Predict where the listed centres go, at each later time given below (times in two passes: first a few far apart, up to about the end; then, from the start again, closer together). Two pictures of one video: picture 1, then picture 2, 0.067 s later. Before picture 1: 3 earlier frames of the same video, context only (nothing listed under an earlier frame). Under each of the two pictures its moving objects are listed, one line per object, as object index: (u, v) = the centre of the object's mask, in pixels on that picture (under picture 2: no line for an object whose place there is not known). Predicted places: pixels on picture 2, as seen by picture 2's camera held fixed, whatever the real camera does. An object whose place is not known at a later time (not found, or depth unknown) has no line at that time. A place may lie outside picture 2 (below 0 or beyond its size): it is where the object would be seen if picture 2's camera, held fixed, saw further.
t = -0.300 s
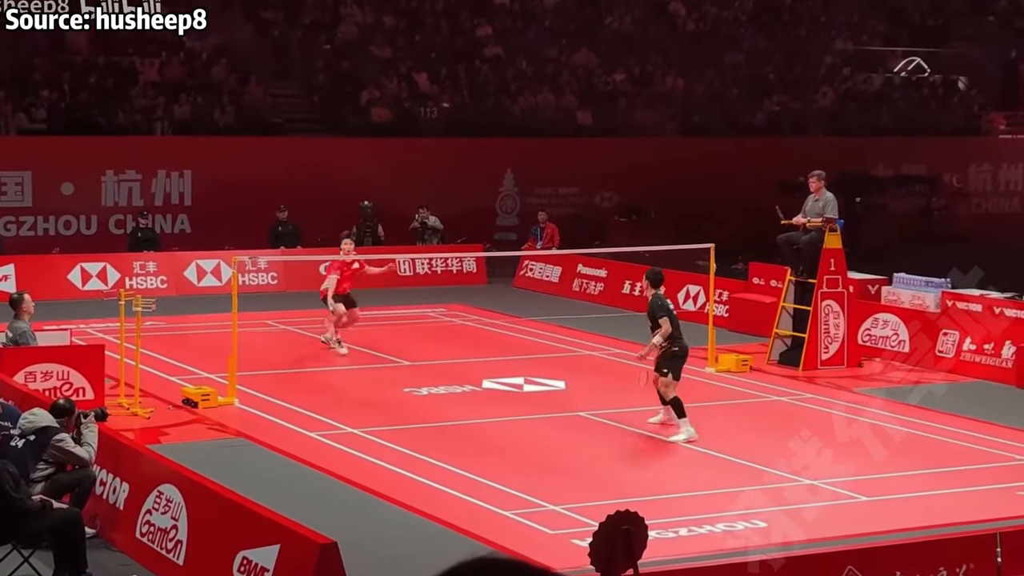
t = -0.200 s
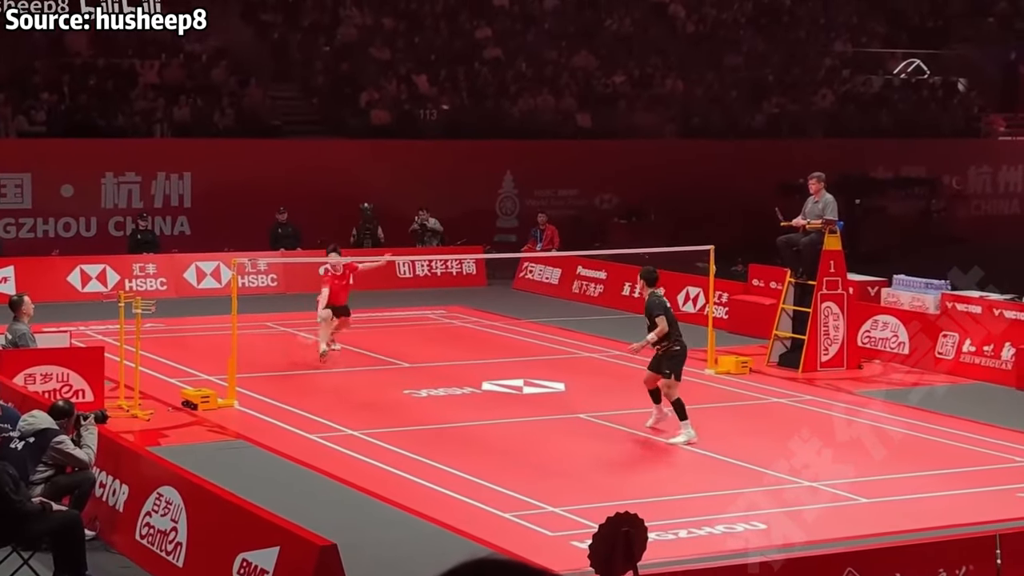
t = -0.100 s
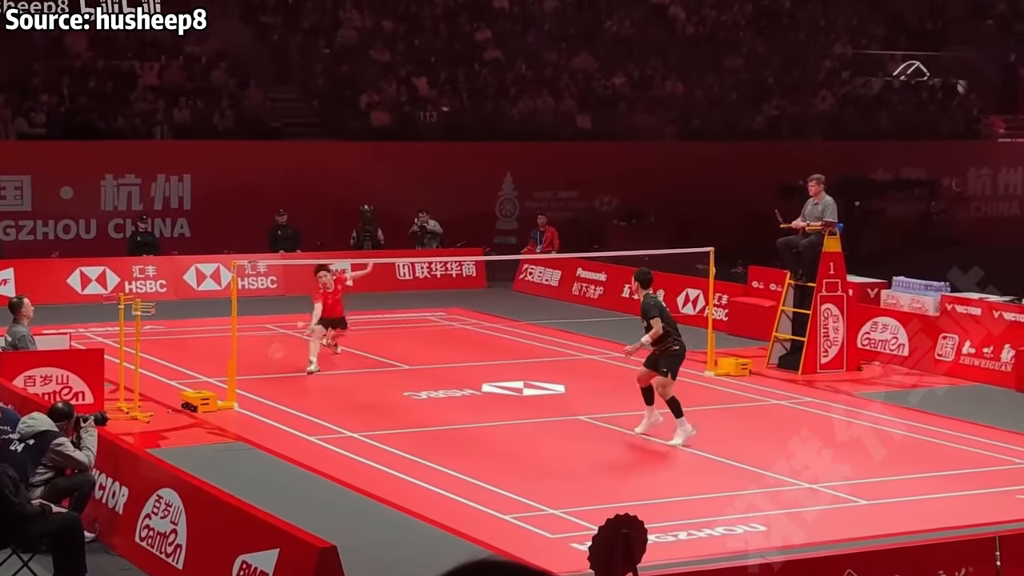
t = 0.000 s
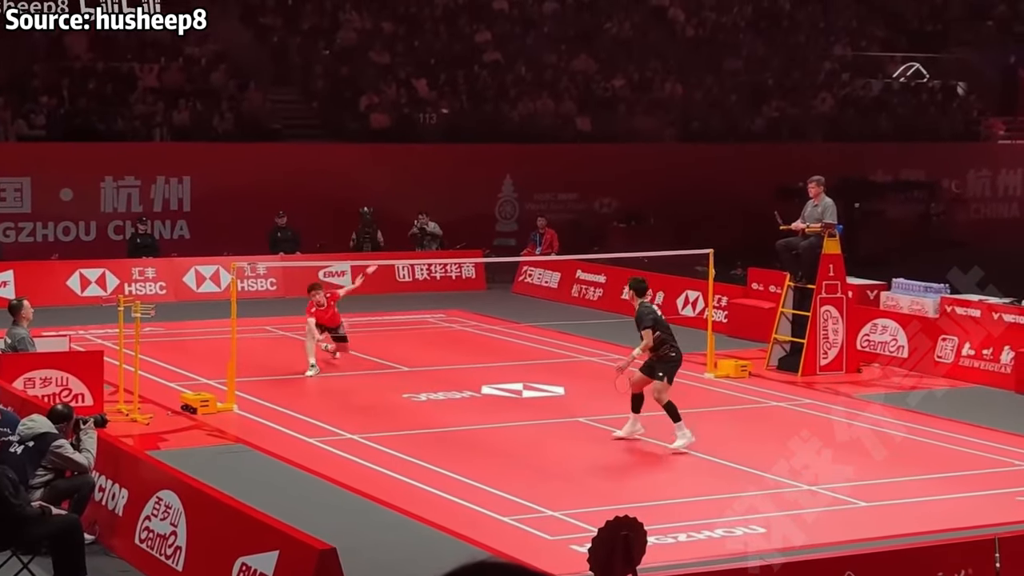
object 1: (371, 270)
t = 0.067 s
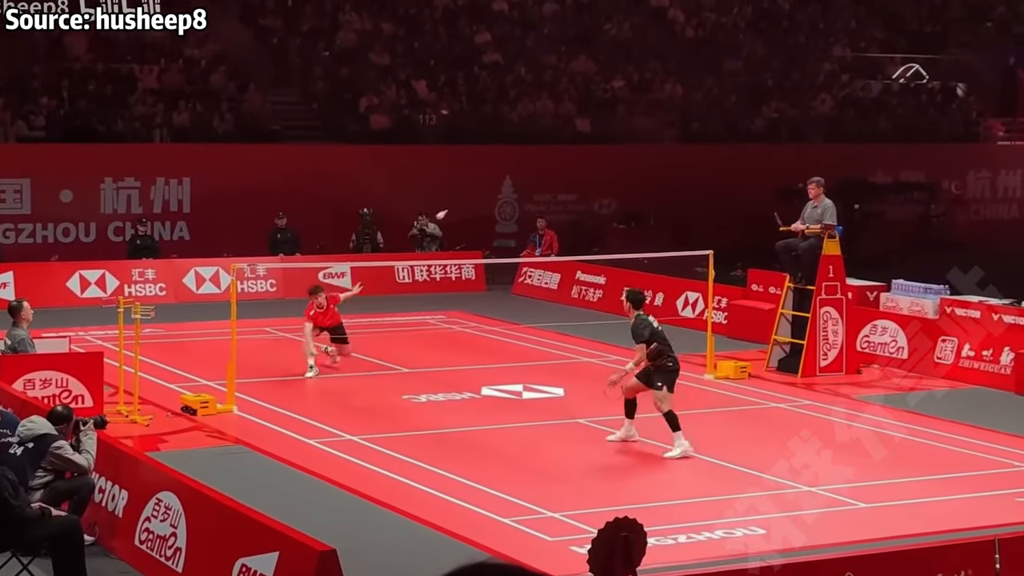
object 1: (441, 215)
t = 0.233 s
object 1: (572, 124)
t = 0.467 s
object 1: (705, 68)
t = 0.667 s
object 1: (796, 67)
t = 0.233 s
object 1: (572, 124)
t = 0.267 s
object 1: (594, 111)
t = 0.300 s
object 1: (614, 100)
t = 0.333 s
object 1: (634, 91)
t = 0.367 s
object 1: (654, 84)
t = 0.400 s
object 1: (671, 77)
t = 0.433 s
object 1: (688, 72)
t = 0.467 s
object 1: (705, 68)
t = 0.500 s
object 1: (721, 65)
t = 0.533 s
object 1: (737, 63)
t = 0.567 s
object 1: (753, 63)
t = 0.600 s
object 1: (768, 63)
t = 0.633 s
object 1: (783, 65)
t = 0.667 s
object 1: (796, 67)
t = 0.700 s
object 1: (810, 71)
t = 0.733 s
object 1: (824, 75)
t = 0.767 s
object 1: (837, 81)
